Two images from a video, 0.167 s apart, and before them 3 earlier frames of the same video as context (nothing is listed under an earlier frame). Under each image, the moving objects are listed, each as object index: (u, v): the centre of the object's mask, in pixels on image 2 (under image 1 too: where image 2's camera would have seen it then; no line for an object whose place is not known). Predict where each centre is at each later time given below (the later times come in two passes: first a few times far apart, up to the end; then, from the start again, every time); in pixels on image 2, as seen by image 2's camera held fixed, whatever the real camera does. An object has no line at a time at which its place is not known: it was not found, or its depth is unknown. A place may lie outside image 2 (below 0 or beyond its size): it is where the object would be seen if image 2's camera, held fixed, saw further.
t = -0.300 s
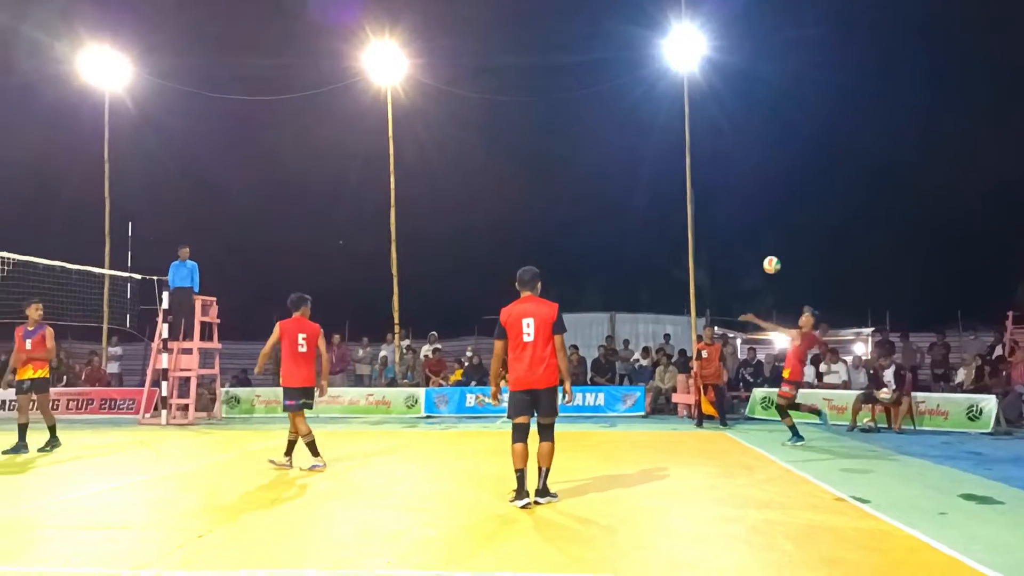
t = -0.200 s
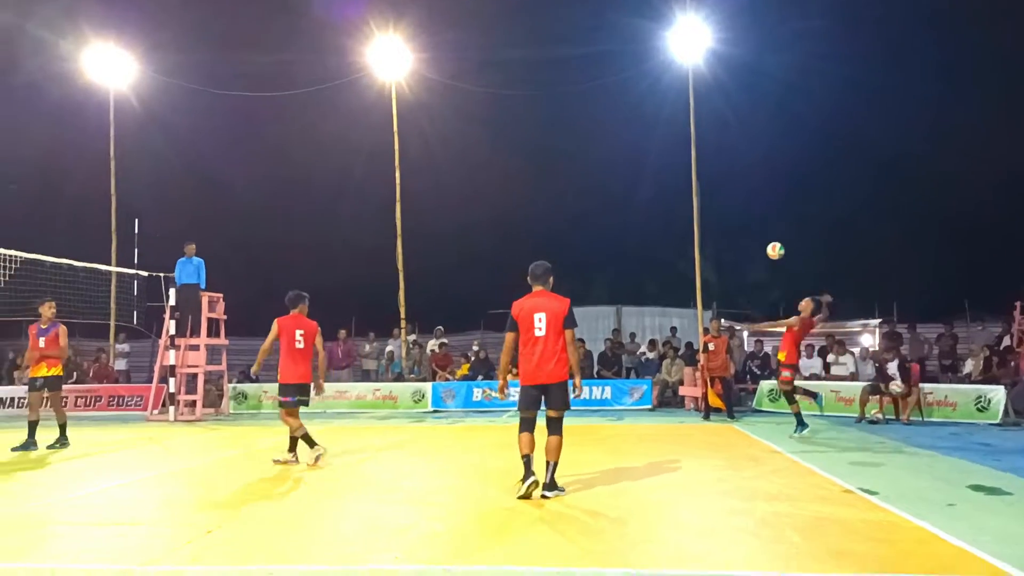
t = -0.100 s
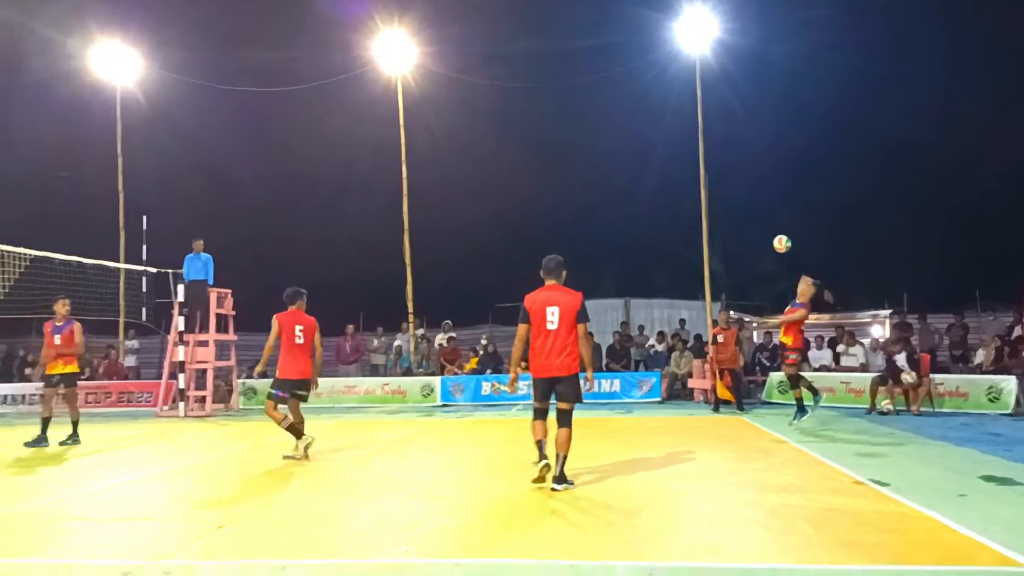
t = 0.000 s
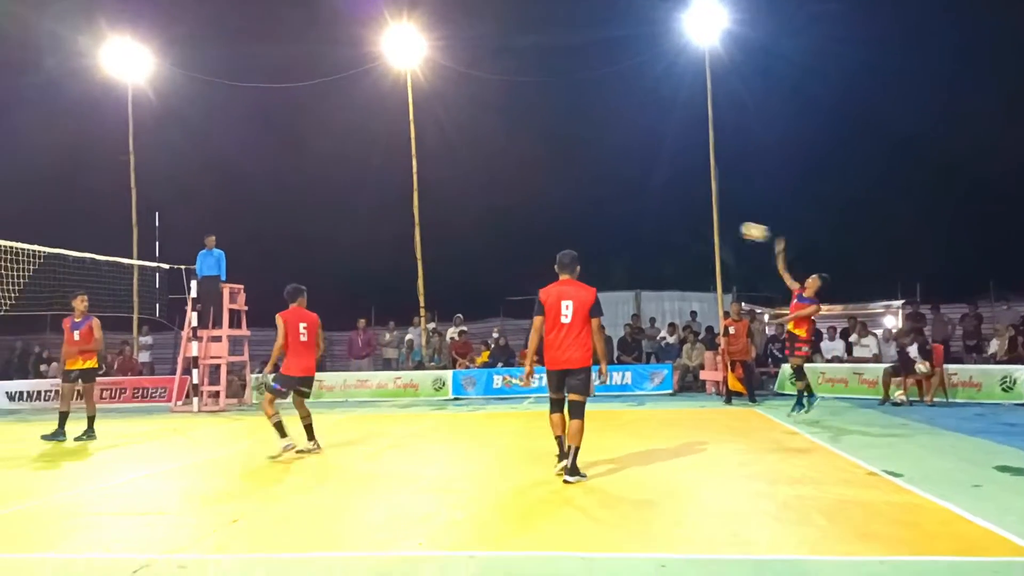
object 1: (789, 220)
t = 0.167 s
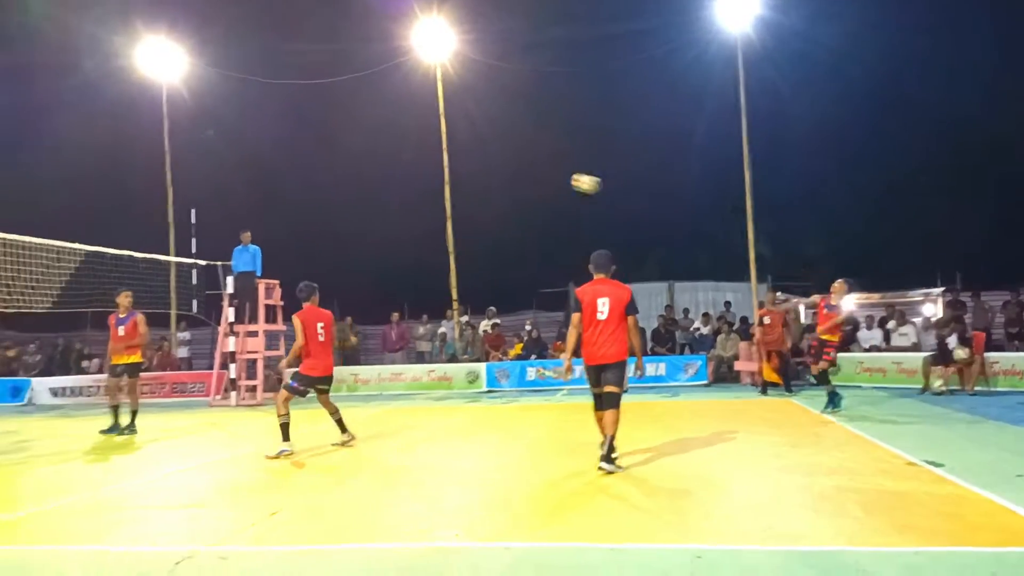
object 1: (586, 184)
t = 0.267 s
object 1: (465, 170)
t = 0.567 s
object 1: (98, 172)
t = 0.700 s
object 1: (-75, 200)
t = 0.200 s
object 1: (546, 178)
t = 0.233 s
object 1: (505, 174)
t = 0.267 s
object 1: (465, 170)
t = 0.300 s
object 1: (424, 166)
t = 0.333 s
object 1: (384, 164)
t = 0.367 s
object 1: (344, 163)
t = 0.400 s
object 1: (304, 163)
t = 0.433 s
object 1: (264, 163)
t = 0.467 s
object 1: (223, 164)
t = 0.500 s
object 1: (182, 166)
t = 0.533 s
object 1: (140, 169)
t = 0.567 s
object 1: (98, 172)
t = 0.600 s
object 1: (56, 177)
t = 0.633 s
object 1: (13, 184)
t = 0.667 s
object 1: (-32, 191)
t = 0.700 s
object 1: (-75, 200)
